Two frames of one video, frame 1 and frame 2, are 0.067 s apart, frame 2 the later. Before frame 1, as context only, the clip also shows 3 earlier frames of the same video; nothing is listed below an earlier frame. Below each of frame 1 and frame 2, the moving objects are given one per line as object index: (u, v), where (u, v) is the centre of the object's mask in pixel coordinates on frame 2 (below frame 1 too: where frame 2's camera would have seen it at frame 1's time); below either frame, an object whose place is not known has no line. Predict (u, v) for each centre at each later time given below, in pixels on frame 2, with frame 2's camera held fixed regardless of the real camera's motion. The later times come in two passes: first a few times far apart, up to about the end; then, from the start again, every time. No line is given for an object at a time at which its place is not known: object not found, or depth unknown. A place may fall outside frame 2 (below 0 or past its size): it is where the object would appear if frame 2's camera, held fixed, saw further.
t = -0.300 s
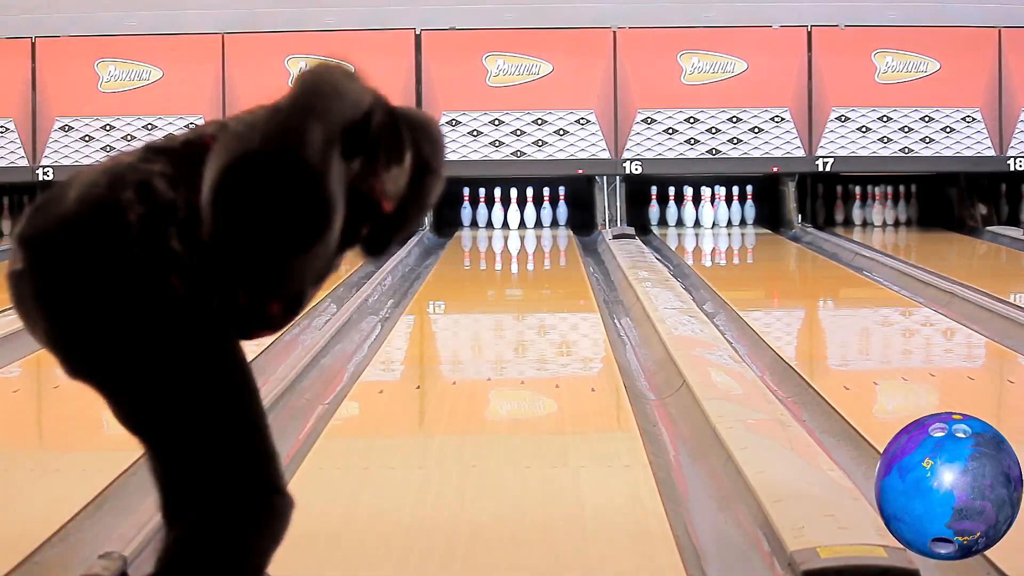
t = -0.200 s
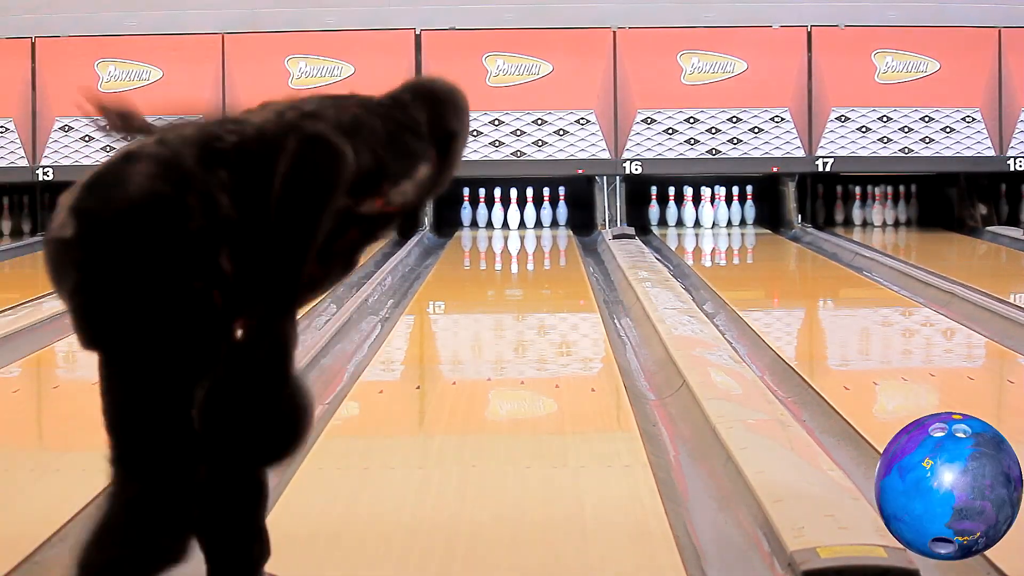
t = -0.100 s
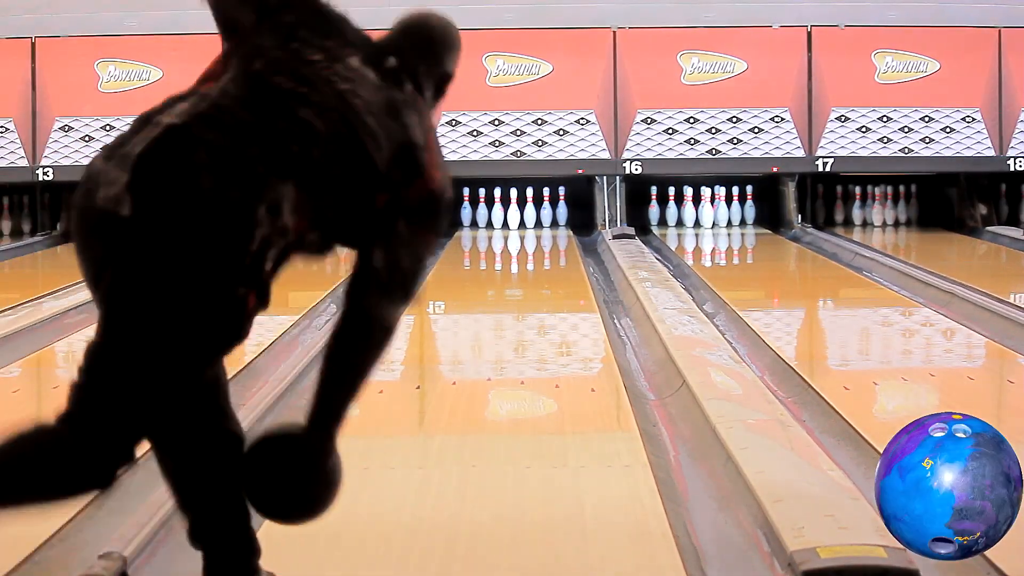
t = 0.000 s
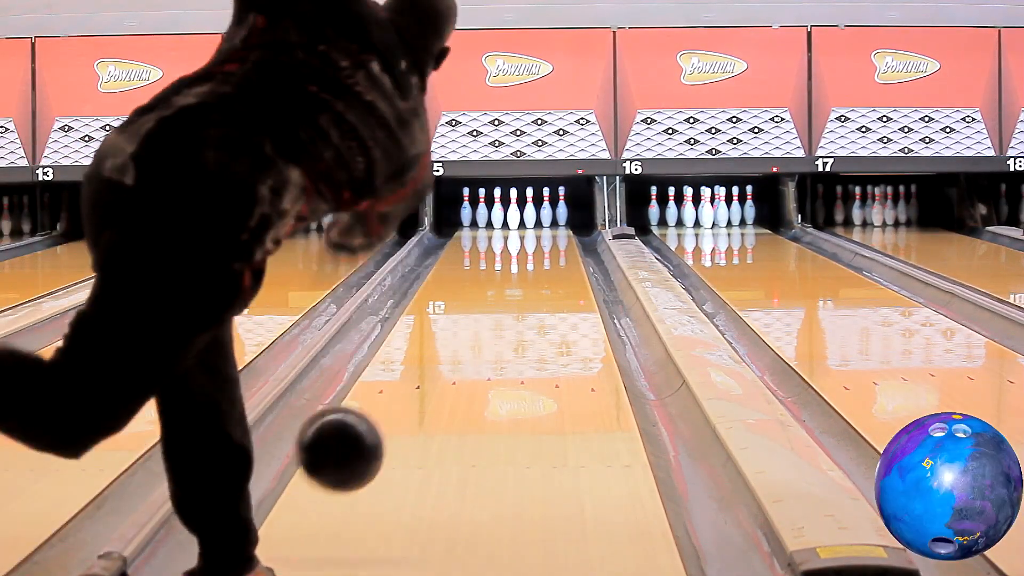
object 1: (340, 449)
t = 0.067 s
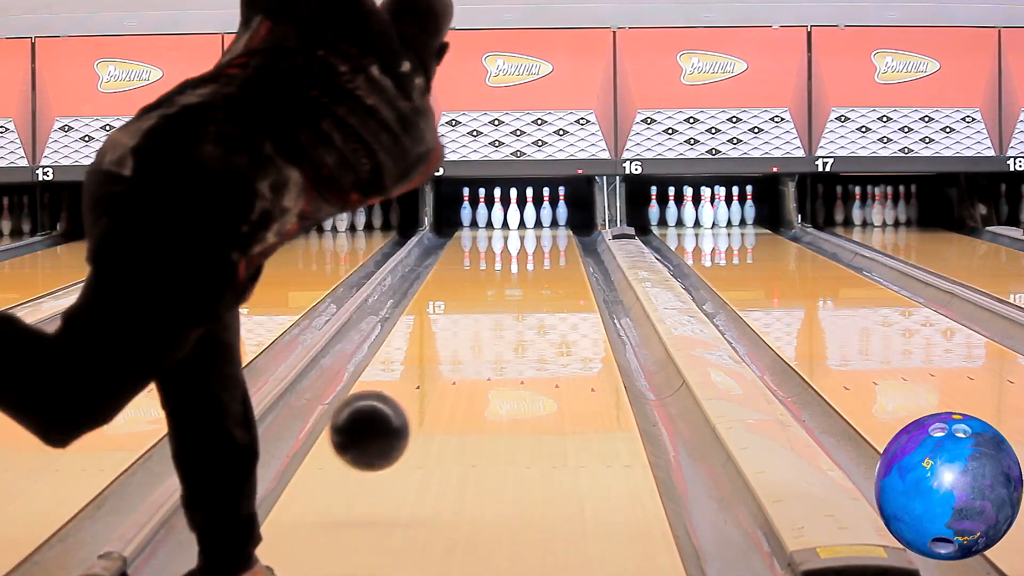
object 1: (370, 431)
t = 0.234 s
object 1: (425, 418)
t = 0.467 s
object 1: (475, 359)
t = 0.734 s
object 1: (511, 316)
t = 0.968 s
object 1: (532, 289)
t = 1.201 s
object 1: (546, 268)
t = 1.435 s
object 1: (555, 252)
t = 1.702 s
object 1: (554, 237)
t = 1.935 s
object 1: (544, 227)
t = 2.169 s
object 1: (527, 220)
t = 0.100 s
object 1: (382, 429)
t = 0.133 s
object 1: (395, 430)
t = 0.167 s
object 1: (406, 436)
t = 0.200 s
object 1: (416, 428)
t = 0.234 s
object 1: (425, 418)
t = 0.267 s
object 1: (434, 407)
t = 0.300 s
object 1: (442, 398)
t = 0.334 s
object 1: (449, 389)
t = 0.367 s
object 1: (456, 380)
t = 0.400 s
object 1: (463, 373)
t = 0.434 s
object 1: (469, 365)
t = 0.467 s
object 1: (475, 359)
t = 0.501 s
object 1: (480, 352)
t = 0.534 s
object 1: (476, 354)
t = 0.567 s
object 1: (498, 340)
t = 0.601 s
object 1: (495, 336)
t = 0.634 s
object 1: (499, 330)
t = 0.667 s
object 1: (504, 326)
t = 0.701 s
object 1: (508, 321)
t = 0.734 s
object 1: (511, 316)
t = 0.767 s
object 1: (515, 312)
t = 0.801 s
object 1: (518, 307)
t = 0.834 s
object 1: (521, 303)
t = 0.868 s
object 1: (524, 299)
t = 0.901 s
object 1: (527, 296)
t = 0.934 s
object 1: (529, 292)
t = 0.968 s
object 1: (532, 289)
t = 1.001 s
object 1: (534, 285)
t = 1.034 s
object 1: (537, 282)
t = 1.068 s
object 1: (539, 279)
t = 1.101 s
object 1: (541, 276)
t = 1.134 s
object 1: (543, 273)
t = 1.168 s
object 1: (545, 270)
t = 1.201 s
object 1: (546, 268)
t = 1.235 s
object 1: (548, 266)
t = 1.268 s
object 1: (550, 263)
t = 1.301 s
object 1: (551, 261)
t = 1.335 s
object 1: (552, 258)
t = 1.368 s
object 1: (553, 256)
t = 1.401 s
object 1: (554, 254)
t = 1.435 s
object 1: (555, 252)
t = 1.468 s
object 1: (555, 250)
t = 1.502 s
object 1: (555, 248)
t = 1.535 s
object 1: (556, 246)
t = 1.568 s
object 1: (556, 244)
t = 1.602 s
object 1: (555, 243)
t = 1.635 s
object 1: (555, 241)
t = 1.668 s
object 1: (555, 239)
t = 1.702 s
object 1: (554, 237)
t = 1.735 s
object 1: (553, 236)
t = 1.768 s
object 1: (552, 234)
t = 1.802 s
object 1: (551, 232)
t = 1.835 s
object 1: (549, 231)
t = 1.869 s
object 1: (548, 230)
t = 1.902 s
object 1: (546, 228)
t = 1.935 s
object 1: (544, 227)
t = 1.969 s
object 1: (542, 226)
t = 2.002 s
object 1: (540, 225)
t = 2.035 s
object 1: (537, 224)
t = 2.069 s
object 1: (535, 223)
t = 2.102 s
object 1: (533, 222)
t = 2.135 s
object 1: (530, 220)
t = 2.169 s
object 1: (527, 220)
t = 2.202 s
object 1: (527, 219)
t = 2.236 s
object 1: (528, 218)
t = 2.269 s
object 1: (529, 217)
